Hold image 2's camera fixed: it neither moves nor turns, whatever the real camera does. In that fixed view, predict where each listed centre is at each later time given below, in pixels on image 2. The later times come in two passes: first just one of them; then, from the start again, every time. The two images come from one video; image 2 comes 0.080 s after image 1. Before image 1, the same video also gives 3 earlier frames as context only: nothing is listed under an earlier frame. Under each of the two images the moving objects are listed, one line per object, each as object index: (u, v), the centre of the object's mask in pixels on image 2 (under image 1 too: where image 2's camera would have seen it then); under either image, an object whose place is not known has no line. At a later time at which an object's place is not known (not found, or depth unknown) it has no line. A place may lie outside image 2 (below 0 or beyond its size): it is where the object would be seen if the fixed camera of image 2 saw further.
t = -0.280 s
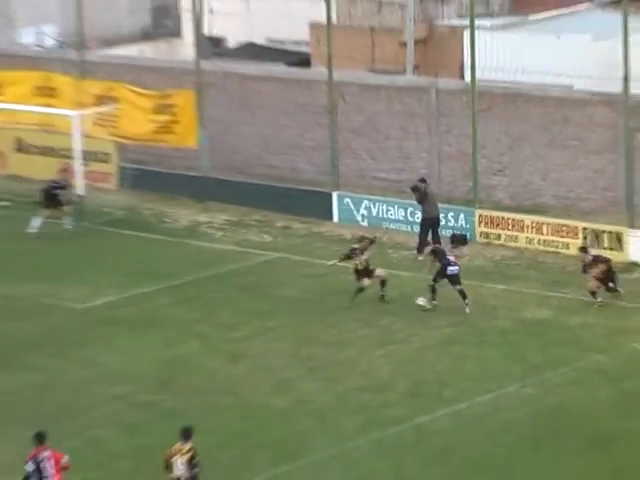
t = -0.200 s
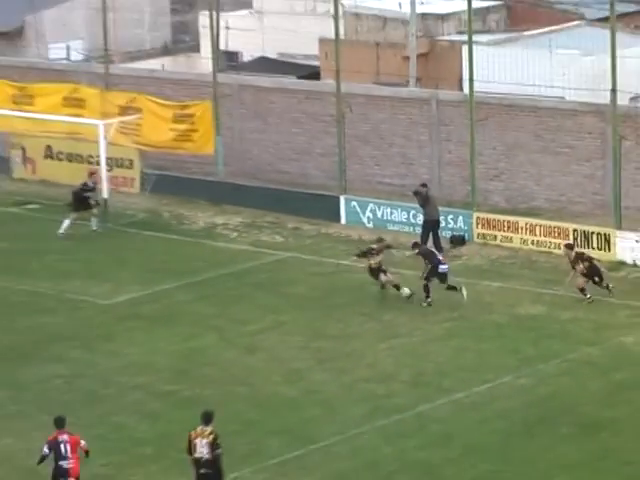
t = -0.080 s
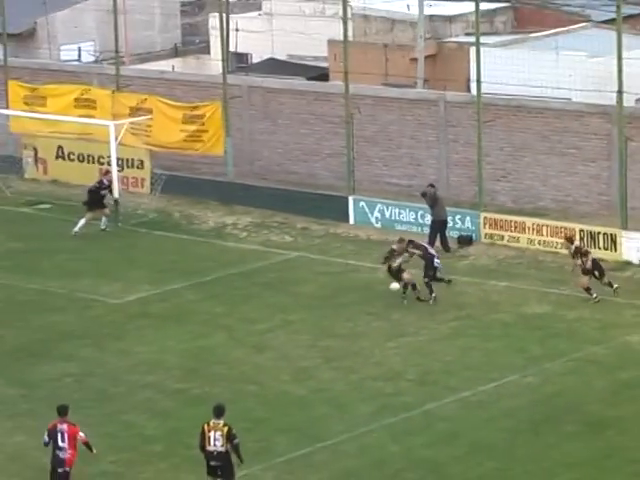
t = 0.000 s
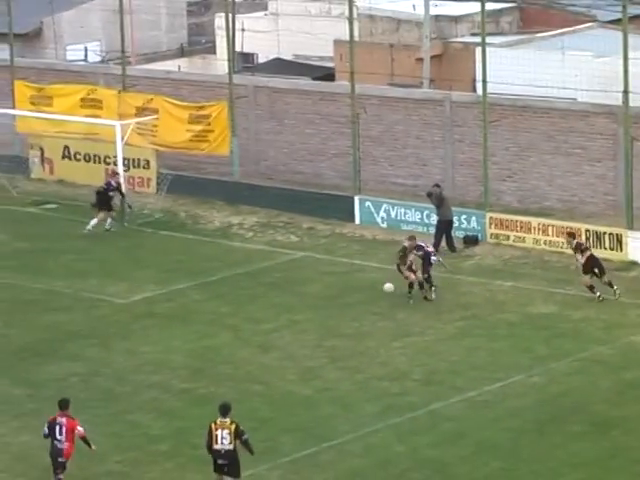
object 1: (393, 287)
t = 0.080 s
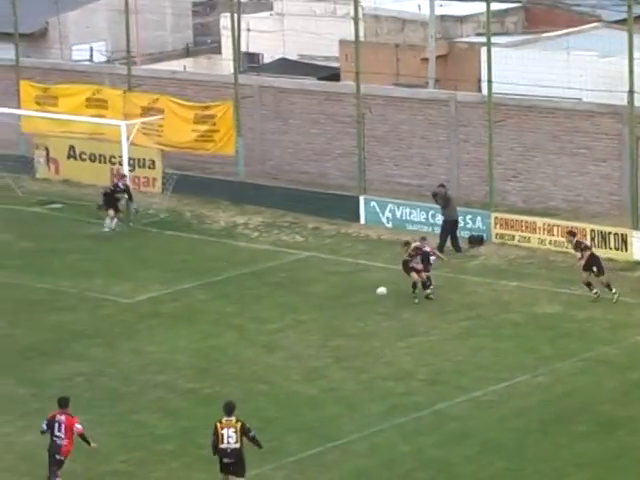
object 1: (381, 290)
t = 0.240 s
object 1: (355, 308)
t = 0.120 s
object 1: (375, 294)
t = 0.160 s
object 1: (368, 297)
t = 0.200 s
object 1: (362, 301)
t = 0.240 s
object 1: (355, 308)
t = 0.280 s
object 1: (349, 314)
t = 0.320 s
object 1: (342, 321)
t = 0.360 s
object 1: (337, 329)
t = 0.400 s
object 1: (331, 332)
